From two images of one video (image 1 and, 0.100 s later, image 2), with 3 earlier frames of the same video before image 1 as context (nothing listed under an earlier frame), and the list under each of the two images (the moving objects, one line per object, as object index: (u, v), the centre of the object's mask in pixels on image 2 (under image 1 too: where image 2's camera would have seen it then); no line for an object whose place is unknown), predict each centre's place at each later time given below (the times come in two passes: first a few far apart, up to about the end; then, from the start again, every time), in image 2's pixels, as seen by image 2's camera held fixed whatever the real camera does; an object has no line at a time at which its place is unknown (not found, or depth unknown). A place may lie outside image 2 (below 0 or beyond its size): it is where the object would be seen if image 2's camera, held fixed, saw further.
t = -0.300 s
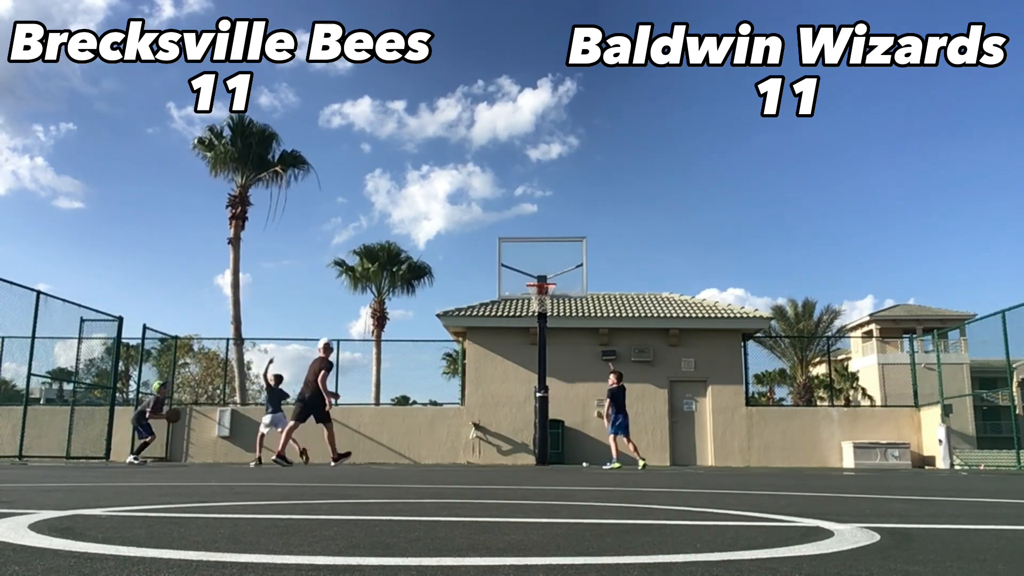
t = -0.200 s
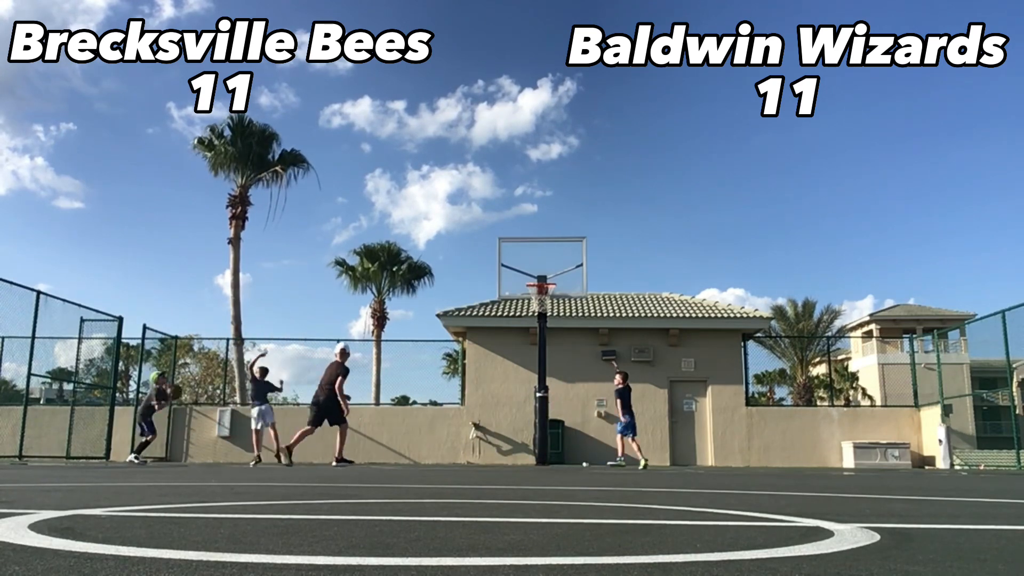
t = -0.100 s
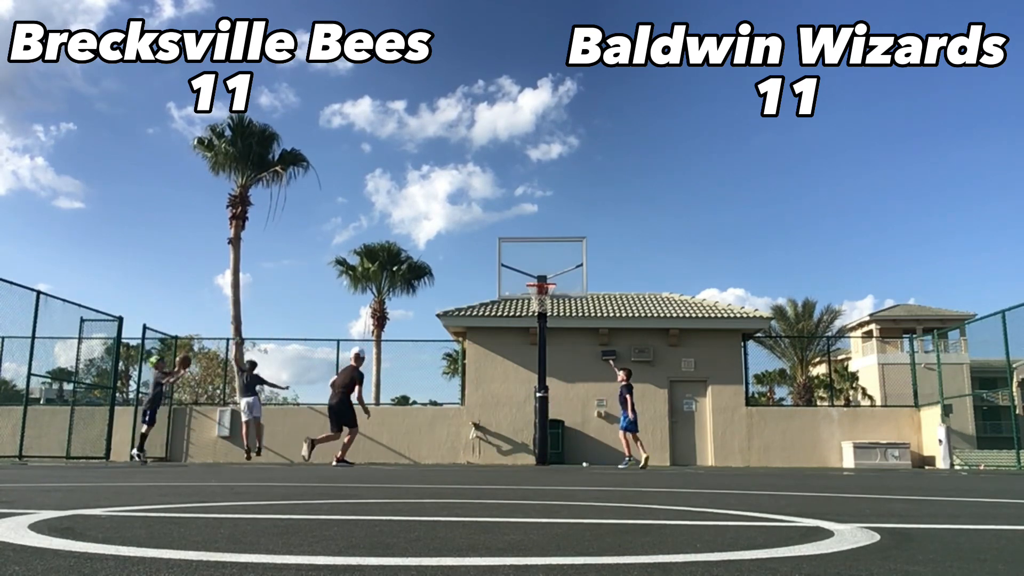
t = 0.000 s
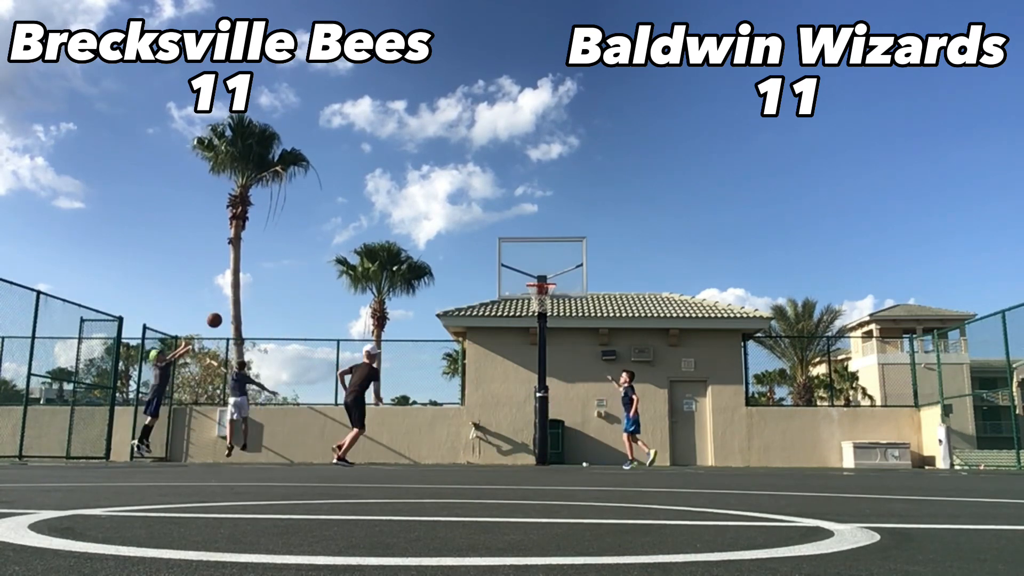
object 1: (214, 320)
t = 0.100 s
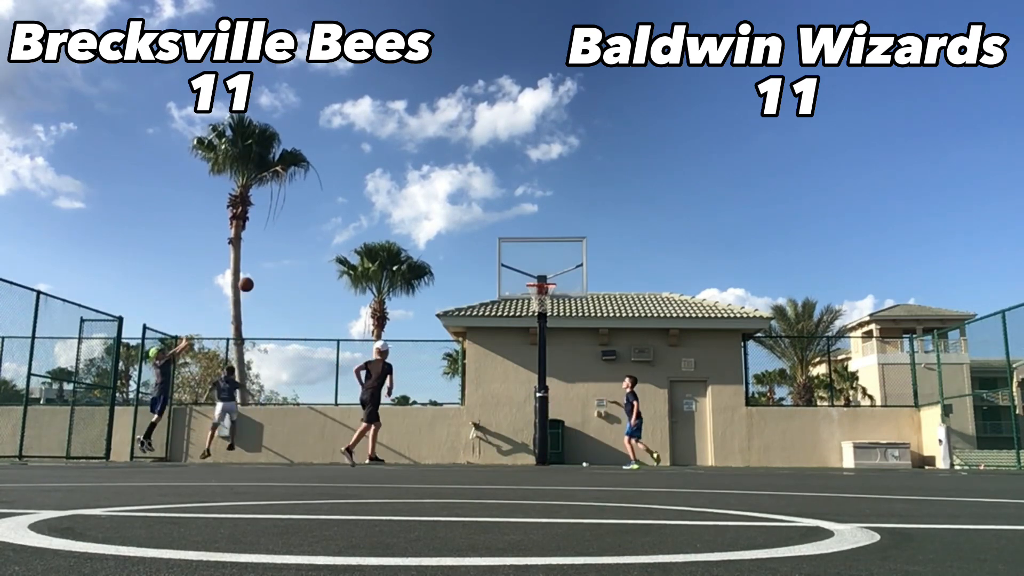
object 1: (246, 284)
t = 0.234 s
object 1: (286, 247)
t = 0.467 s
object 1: (351, 207)
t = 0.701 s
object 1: (412, 201)
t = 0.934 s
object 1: (472, 224)
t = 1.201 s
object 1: (535, 275)
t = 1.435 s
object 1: (584, 276)
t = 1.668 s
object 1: (635, 310)
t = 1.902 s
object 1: (688, 378)
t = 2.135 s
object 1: (743, 446)
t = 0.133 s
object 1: (256, 274)
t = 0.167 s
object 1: (266, 264)
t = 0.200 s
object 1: (277, 255)
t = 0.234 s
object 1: (286, 247)
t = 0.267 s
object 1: (295, 240)
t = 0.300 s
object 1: (305, 233)
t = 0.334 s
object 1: (315, 226)
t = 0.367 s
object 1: (324, 221)
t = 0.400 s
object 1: (333, 216)
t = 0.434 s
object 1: (342, 212)
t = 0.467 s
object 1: (351, 207)
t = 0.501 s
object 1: (360, 205)
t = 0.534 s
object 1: (369, 203)
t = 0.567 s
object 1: (378, 201)
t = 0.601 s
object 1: (387, 200)
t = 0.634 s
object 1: (395, 200)
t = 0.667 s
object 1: (404, 200)
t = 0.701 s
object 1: (412, 201)
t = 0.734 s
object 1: (421, 202)
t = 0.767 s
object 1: (429, 204)
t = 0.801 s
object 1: (438, 207)
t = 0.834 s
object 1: (447, 210)
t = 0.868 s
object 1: (455, 214)
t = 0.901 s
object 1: (463, 219)
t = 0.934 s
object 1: (472, 224)
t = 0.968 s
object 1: (480, 229)
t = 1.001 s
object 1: (488, 236)
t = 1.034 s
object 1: (496, 243)
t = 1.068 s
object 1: (505, 250)
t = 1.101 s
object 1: (513, 258)
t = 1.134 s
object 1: (520, 267)
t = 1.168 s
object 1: (528, 276)
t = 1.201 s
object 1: (535, 275)
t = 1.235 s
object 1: (542, 274)
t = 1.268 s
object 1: (549, 272)
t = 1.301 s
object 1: (556, 272)
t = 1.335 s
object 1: (563, 272)
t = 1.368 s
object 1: (570, 273)
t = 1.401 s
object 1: (577, 275)
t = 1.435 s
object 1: (584, 276)
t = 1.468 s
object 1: (591, 279)
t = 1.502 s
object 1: (598, 282)
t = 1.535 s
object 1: (606, 286)
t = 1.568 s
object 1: (613, 291)
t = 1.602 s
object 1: (620, 297)
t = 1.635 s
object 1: (628, 302)
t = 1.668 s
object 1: (635, 310)
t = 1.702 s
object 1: (642, 318)
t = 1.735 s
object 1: (650, 325)
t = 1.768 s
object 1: (655, 334)
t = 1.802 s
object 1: (664, 344)
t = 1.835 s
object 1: (672, 354)
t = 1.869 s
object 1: (680, 366)
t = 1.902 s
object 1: (688, 378)
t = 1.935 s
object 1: (696, 390)
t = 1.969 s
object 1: (704, 404)
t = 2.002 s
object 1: (712, 419)
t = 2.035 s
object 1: (721, 434)
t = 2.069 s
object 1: (728, 450)
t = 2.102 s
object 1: (736, 460)
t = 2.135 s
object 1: (743, 446)
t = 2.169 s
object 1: (750, 433)
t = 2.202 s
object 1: (757, 421)
